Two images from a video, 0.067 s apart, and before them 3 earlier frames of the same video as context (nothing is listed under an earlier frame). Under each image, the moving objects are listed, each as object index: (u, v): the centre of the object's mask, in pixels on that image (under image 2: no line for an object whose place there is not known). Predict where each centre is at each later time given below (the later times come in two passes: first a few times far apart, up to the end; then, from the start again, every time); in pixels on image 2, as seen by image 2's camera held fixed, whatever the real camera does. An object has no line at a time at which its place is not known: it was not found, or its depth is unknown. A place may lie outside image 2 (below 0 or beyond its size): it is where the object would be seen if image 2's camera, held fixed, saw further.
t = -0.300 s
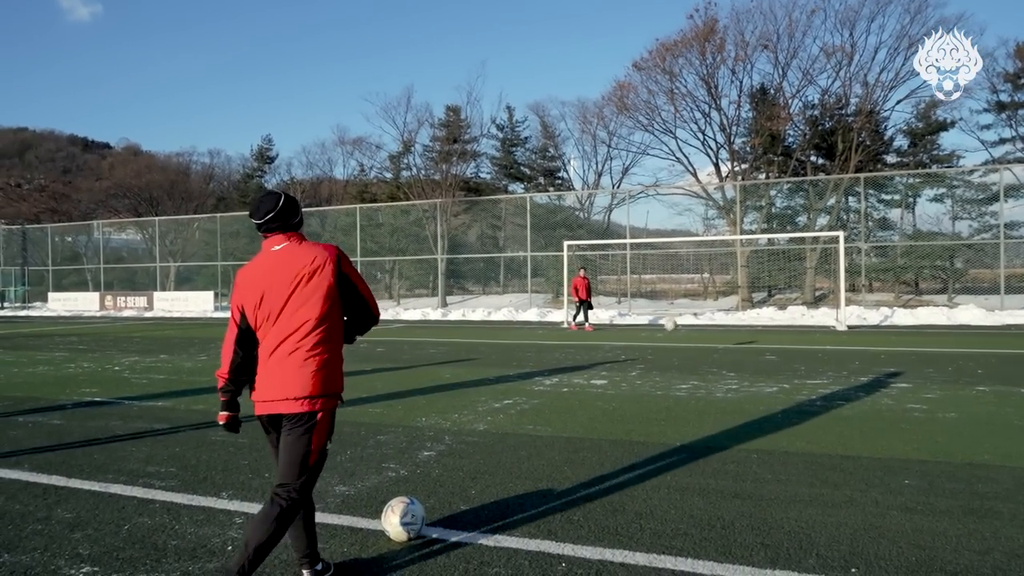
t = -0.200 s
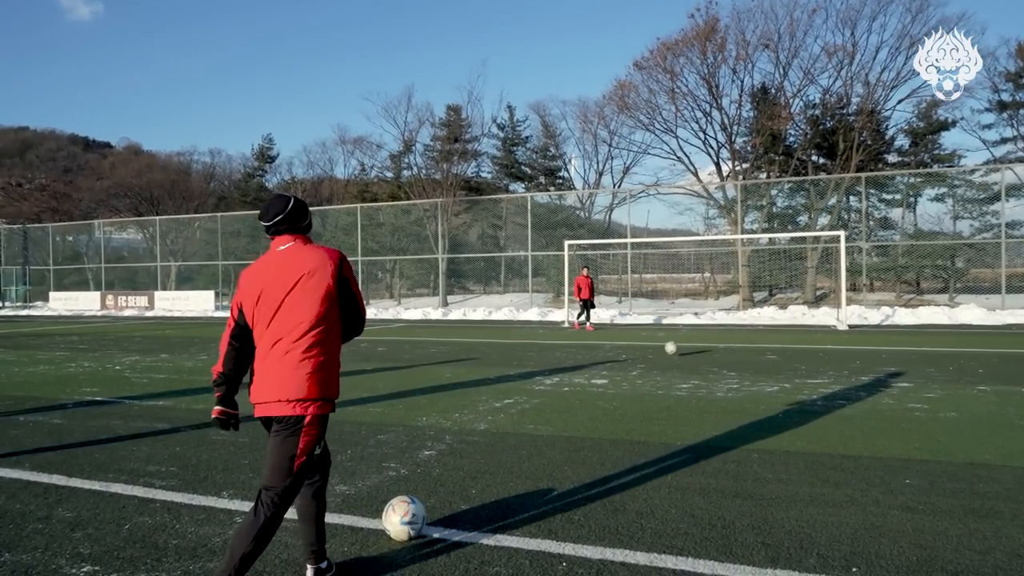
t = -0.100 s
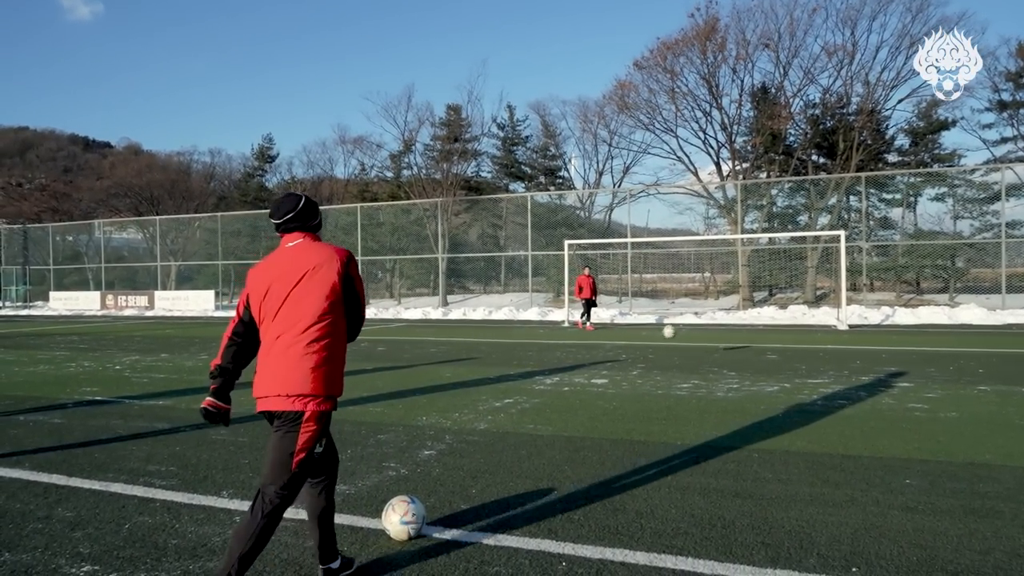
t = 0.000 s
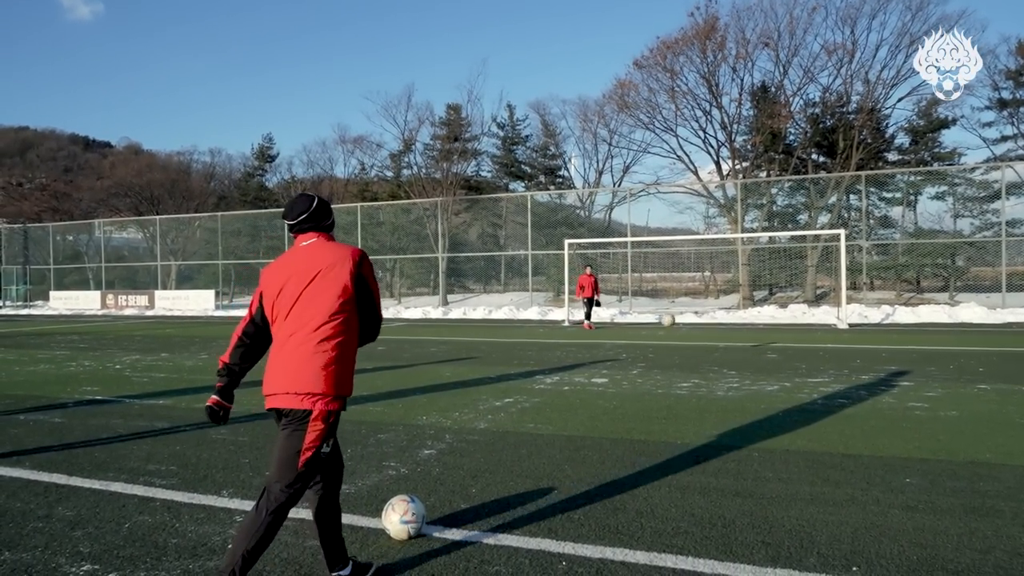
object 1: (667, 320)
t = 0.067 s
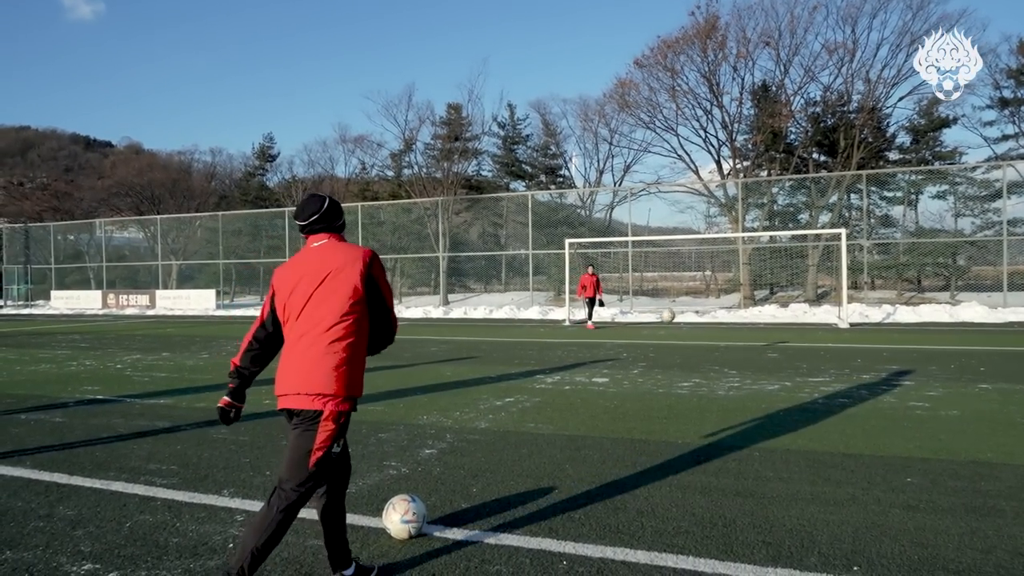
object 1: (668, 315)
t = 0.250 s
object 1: (665, 319)
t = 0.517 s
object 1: (659, 369)
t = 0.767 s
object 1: (654, 364)
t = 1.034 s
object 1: (647, 385)
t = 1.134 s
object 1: (645, 393)
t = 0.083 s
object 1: (668, 315)
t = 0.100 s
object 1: (667, 315)
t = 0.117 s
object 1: (667, 314)
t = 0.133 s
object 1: (667, 315)
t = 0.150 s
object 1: (667, 315)
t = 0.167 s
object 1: (666, 315)
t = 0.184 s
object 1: (666, 315)
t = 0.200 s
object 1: (666, 316)
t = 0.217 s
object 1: (665, 317)
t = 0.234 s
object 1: (665, 318)
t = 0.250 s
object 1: (665, 319)
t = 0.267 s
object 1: (664, 321)
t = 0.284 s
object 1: (664, 322)
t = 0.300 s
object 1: (663, 324)
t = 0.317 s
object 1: (663, 326)
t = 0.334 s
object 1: (662, 329)
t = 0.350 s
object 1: (662, 331)
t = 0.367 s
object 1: (662, 334)
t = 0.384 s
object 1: (661, 337)
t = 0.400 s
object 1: (661, 340)
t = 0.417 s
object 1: (661, 344)
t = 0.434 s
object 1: (661, 348)
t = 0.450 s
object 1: (660, 352)
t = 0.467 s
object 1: (660, 356)
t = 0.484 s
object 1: (660, 361)
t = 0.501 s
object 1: (660, 366)
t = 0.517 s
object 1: (659, 369)
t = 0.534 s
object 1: (659, 368)
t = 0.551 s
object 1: (659, 365)
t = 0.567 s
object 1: (658, 364)
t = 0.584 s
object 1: (658, 363)
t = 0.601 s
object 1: (657, 362)
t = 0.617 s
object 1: (657, 361)
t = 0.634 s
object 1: (657, 360)
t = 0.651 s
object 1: (656, 360)
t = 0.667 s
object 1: (656, 360)
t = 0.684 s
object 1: (656, 360)
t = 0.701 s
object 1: (655, 360)
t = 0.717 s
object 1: (655, 360)
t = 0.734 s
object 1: (655, 361)
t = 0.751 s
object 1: (654, 362)
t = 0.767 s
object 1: (654, 364)
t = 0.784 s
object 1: (653, 365)
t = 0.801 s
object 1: (653, 367)
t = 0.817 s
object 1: (653, 369)
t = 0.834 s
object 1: (652, 371)
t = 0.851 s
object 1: (652, 374)
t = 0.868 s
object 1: (652, 377)
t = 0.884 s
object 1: (652, 380)
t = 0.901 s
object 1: (651, 384)
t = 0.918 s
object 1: (651, 387)
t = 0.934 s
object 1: (650, 387)
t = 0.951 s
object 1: (650, 386)
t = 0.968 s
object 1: (649, 386)
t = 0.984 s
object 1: (649, 385)
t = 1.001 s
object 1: (649, 385)
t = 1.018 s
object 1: (648, 385)
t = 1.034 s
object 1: (647, 385)
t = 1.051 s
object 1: (647, 386)
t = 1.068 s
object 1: (647, 387)
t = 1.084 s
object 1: (646, 387)
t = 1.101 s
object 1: (646, 389)
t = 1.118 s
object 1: (645, 391)
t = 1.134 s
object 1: (645, 393)
